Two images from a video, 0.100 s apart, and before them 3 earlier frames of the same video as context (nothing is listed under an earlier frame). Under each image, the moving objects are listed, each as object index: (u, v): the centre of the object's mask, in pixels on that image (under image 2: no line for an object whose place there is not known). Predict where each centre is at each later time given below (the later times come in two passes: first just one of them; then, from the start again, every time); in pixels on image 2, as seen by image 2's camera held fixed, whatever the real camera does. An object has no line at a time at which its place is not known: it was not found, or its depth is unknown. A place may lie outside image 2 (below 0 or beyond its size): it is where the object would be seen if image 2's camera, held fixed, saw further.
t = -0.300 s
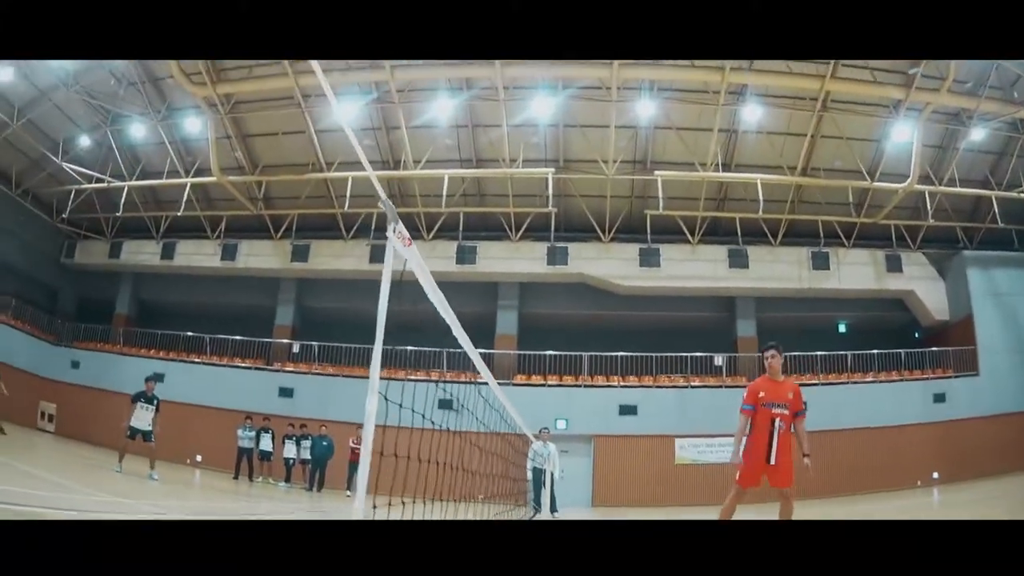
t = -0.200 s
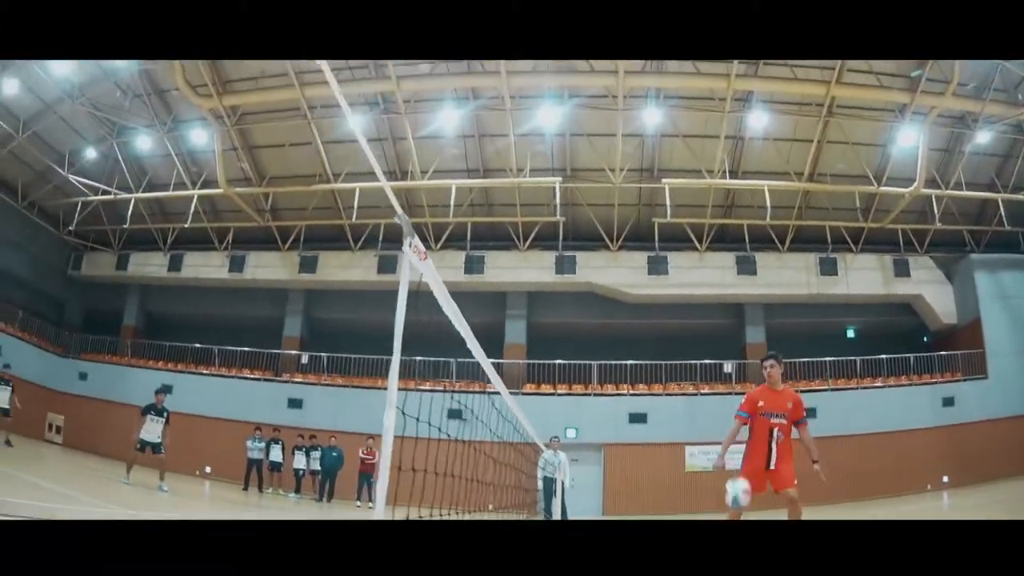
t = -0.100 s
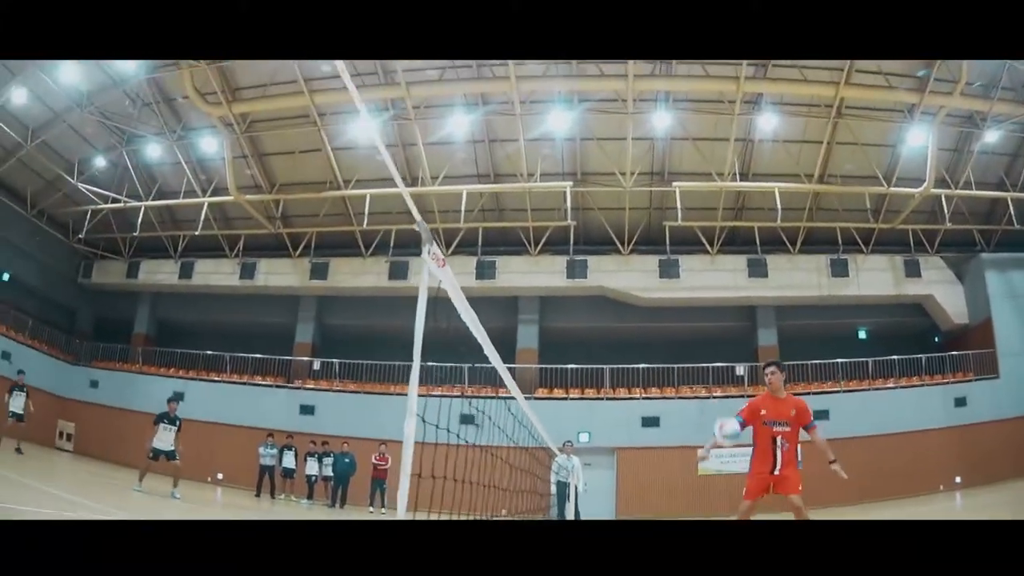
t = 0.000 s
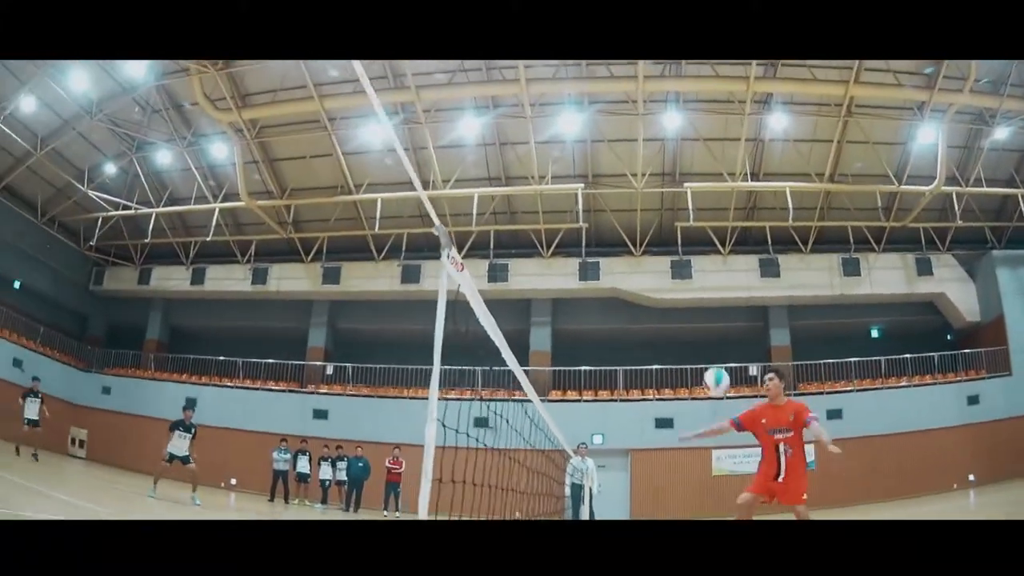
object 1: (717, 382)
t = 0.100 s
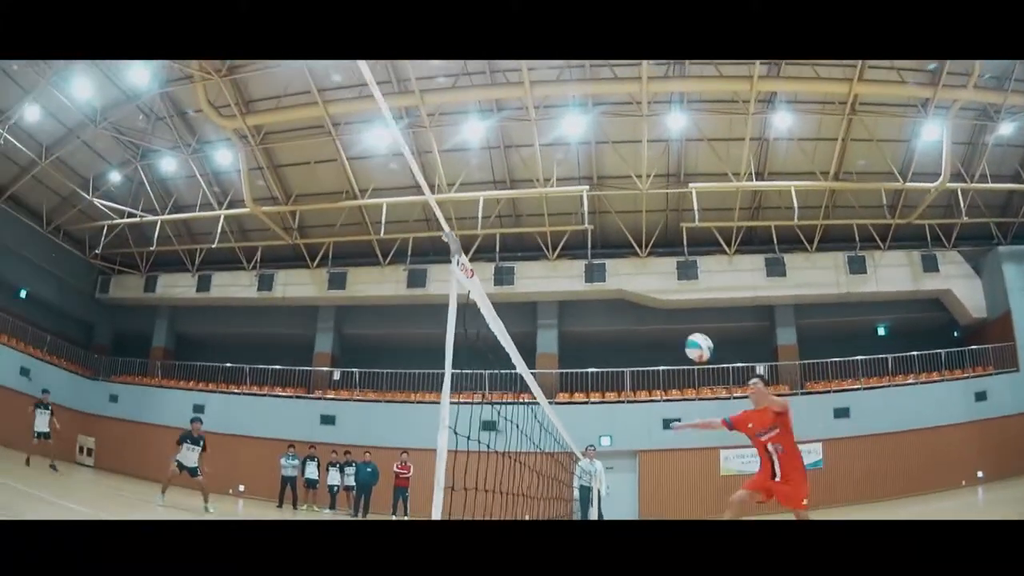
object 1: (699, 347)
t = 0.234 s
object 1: (666, 320)
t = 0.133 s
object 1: (691, 338)
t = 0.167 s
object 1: (683, 332)
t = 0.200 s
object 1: (675, 325)
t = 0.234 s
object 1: (666, 320)
